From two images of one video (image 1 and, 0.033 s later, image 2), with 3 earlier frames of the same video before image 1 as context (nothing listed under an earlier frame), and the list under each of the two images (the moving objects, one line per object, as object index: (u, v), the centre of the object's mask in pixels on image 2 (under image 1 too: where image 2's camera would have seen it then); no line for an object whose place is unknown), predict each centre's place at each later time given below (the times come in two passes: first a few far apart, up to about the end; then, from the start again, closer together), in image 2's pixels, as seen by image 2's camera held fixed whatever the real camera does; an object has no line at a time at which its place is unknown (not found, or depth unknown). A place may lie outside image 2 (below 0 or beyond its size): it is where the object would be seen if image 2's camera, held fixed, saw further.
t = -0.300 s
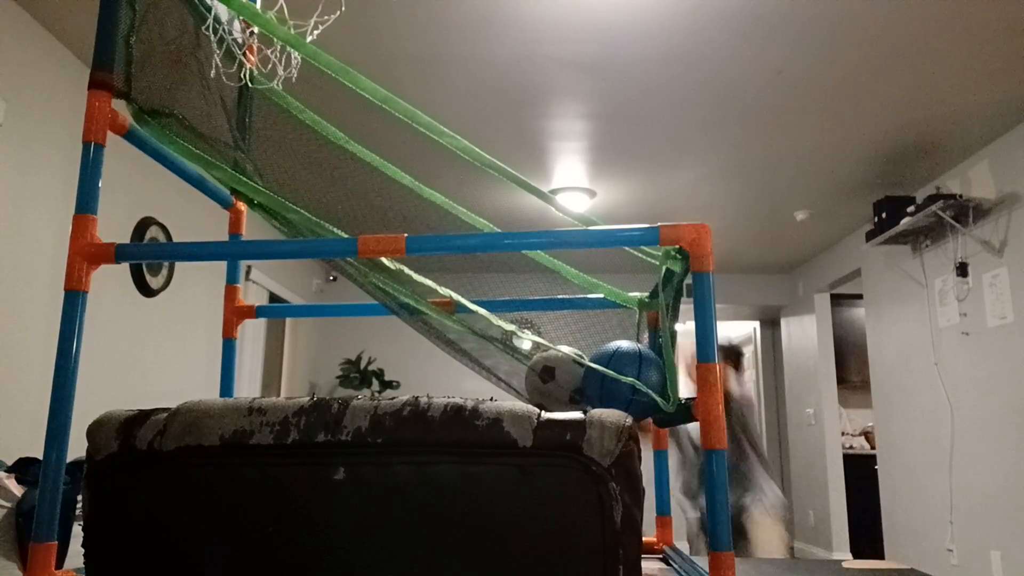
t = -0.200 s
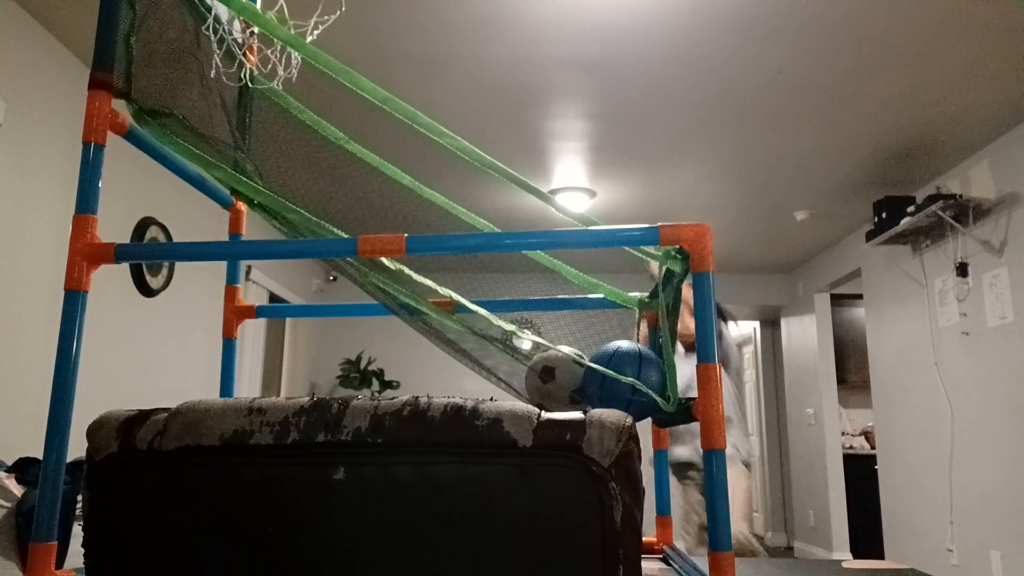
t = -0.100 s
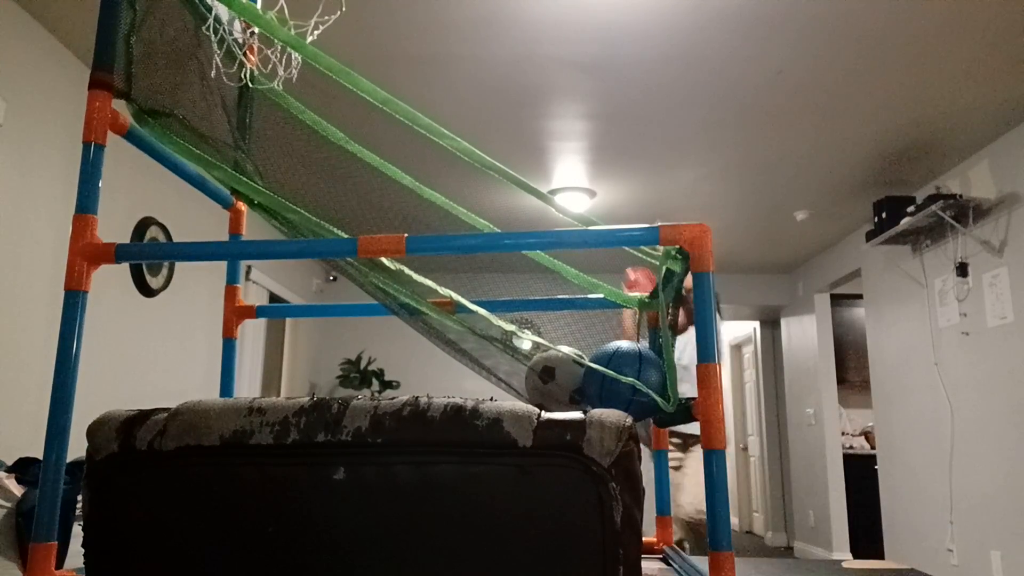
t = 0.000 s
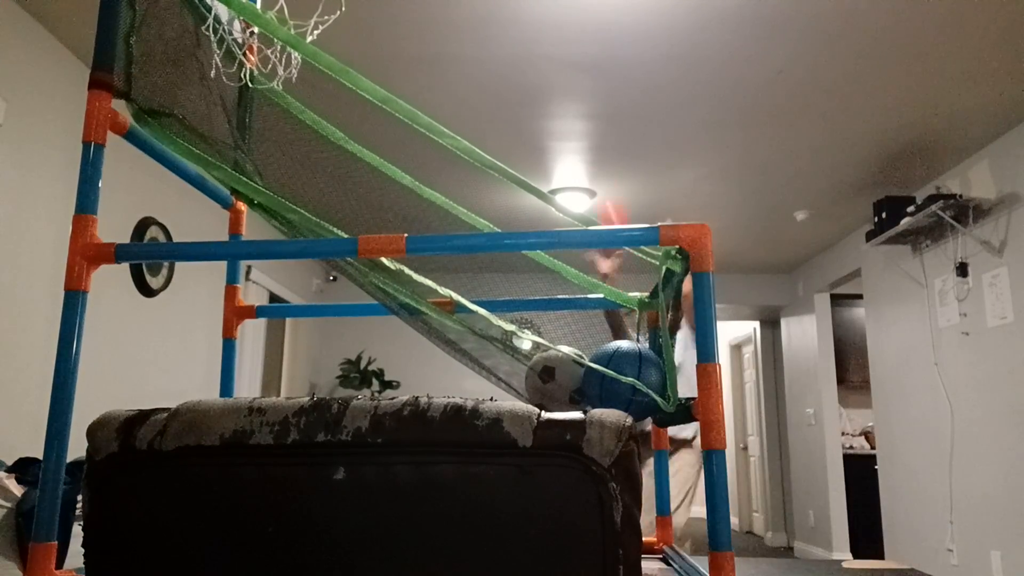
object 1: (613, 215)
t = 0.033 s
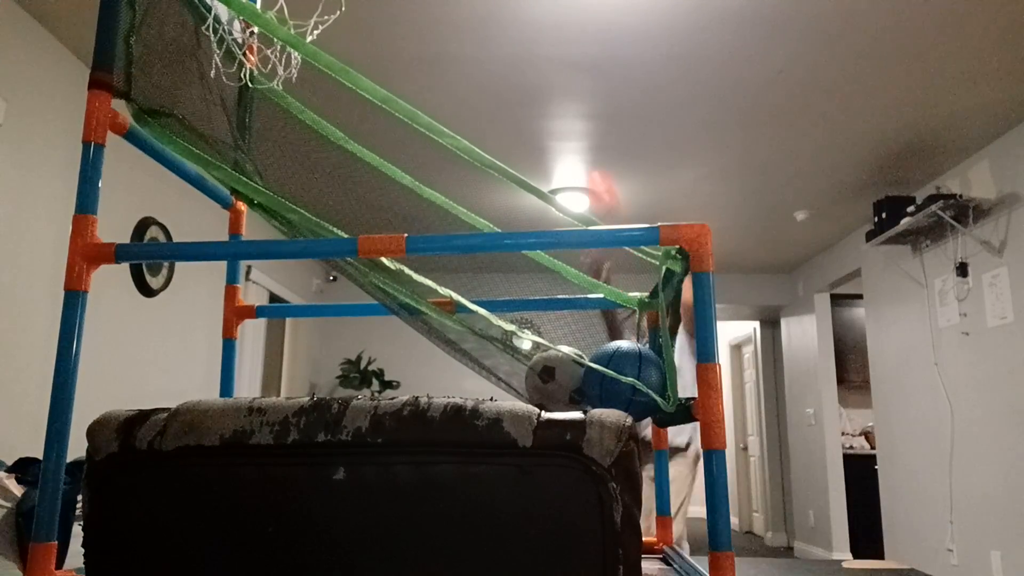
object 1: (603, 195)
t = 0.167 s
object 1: (538, 92)
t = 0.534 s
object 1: (269, 54)
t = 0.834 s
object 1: (421, 314)
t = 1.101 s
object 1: (562, 317)
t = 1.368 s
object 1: (570, 339)
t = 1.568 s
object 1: (565, 340)
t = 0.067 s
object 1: (586, 164)
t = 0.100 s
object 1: (569, 139)
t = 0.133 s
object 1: (553, 115)
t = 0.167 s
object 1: (538, 92)
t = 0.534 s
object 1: (269, 54)
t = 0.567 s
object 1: (286, 82)
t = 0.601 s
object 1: (300, 132)
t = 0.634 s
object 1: (314, 178)
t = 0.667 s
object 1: (335, 210)
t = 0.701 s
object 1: (347, 221)
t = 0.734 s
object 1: (359, 272)
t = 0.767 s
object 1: (376, 279)
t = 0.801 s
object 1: (399, 287)
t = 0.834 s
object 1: (421, 314)
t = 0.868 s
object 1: (447, 336)
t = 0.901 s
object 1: (478, 352)
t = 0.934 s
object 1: (512, 365)
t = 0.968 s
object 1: (545, 365)
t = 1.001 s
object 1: (554, 351)
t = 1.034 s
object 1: (558, 333)
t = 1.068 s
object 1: (558, 328)
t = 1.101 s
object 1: (562, 317)
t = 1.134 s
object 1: (564, 317)
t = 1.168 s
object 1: (568, 317)
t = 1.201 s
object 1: (574, 321)
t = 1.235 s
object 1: (576, 335)
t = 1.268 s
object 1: (576, 336)
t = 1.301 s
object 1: (575, 336)
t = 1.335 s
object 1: (573, 337)
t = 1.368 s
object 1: (570, 339)
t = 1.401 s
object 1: (567, 341)
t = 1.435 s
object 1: (565, 341)
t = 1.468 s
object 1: (564, 341)
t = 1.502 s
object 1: (564, 341)
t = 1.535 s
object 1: (564, 340)
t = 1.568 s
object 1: (565, 340)
